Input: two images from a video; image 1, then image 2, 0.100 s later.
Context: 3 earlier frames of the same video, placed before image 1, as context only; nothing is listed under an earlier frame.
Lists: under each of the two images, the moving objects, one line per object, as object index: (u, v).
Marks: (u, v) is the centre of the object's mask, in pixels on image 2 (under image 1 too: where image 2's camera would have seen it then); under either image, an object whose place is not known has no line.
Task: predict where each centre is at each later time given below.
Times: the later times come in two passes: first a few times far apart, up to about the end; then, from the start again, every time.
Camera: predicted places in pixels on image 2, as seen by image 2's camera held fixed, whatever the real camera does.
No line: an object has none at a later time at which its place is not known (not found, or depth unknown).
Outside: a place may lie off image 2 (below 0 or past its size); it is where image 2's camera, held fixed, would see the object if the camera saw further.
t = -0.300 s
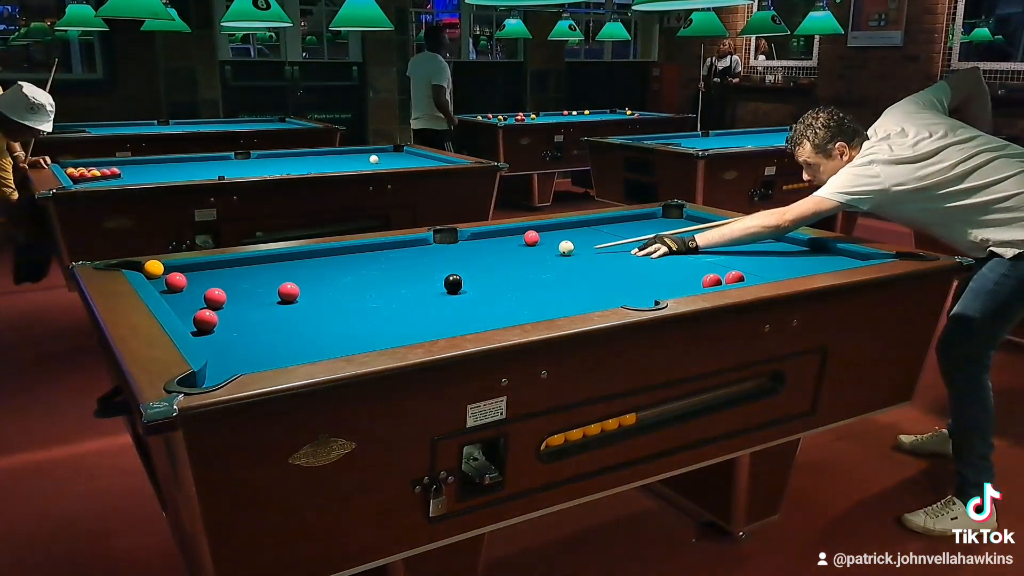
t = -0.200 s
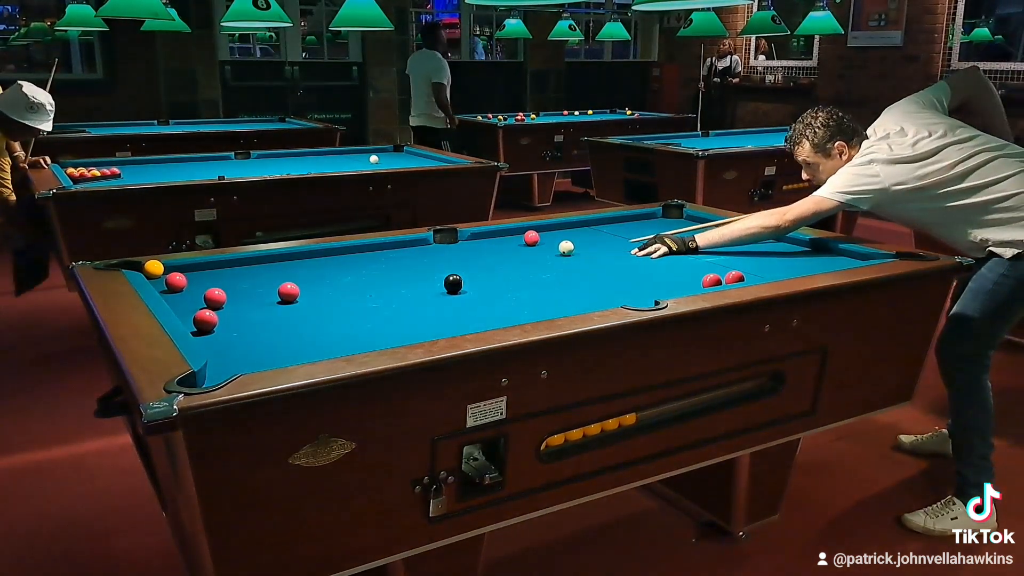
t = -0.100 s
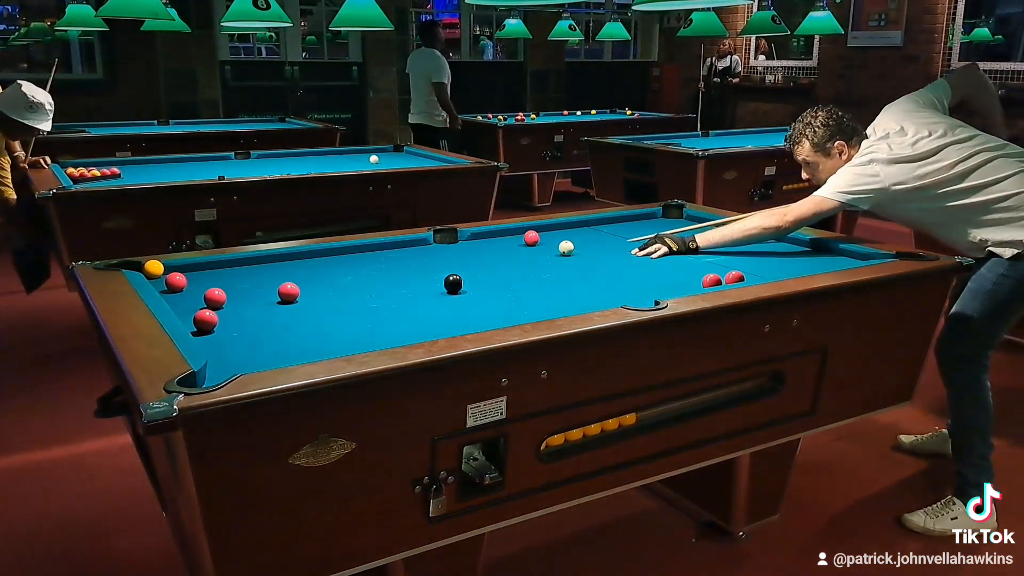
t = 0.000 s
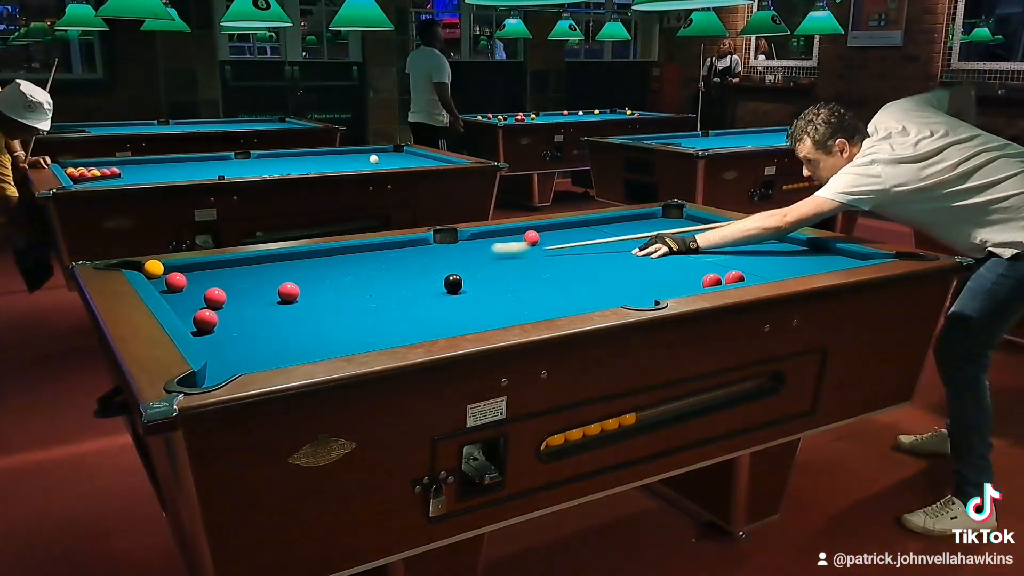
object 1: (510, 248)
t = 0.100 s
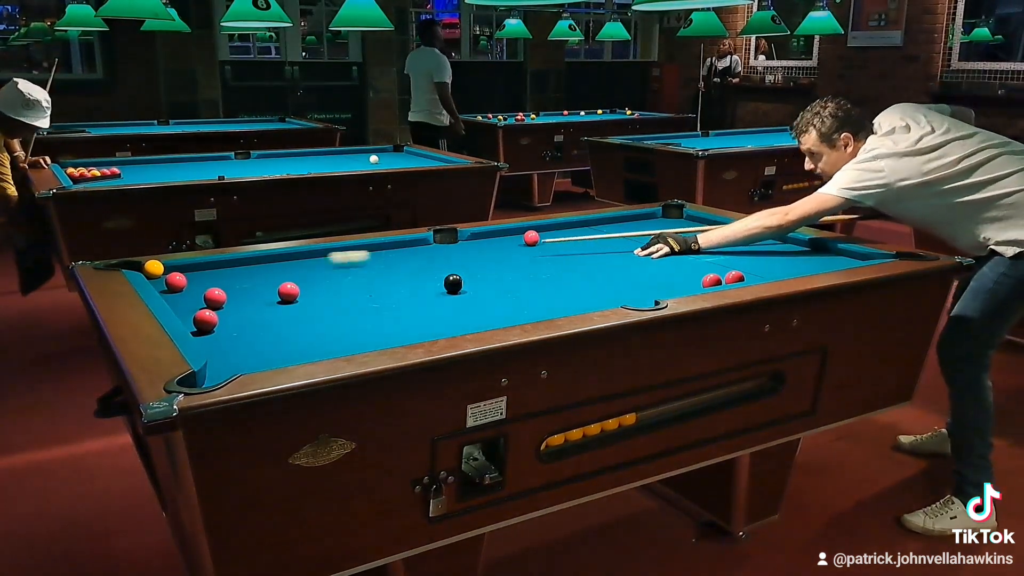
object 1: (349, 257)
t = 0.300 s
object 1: (175, 267)
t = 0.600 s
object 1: (179, 269)
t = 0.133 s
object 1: (294, 260)
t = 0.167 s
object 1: (237, 263)
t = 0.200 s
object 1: (183, 266)
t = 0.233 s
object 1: (174, 267)
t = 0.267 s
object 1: (174, 267)
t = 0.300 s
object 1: (175, 267)
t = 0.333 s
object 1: (175, 268)
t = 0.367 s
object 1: (176, 268)
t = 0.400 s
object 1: (176, 268)
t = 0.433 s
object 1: (177, 268)
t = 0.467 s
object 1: (178, 268)
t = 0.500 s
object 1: (178, 269)
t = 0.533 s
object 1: (179, 269)
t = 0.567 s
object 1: (179, 269)
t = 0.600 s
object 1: (179, 269)
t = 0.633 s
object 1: (180, 269)
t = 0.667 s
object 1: (181, 270)
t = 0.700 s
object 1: (181, 270)
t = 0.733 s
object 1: (182, 270)
